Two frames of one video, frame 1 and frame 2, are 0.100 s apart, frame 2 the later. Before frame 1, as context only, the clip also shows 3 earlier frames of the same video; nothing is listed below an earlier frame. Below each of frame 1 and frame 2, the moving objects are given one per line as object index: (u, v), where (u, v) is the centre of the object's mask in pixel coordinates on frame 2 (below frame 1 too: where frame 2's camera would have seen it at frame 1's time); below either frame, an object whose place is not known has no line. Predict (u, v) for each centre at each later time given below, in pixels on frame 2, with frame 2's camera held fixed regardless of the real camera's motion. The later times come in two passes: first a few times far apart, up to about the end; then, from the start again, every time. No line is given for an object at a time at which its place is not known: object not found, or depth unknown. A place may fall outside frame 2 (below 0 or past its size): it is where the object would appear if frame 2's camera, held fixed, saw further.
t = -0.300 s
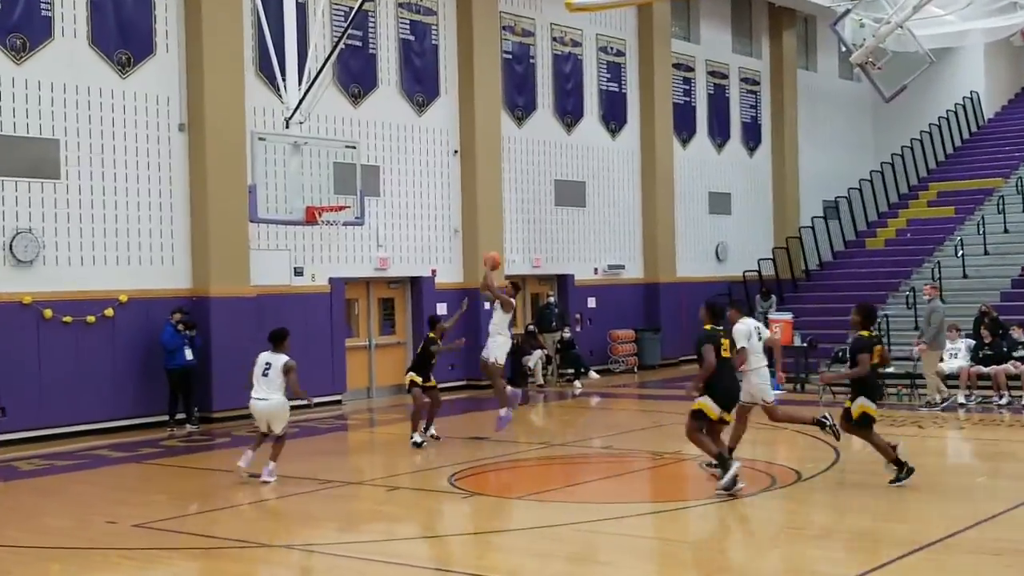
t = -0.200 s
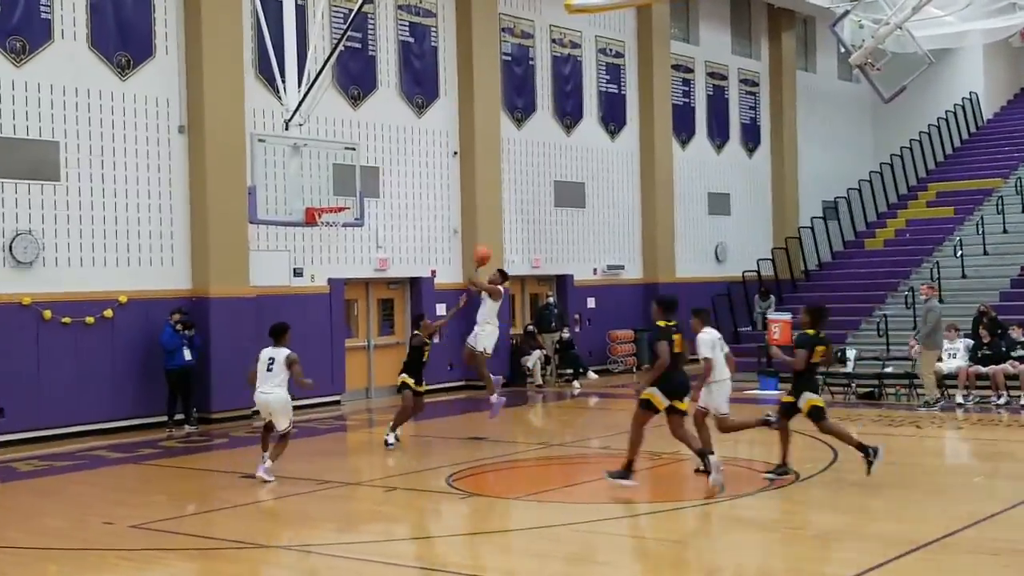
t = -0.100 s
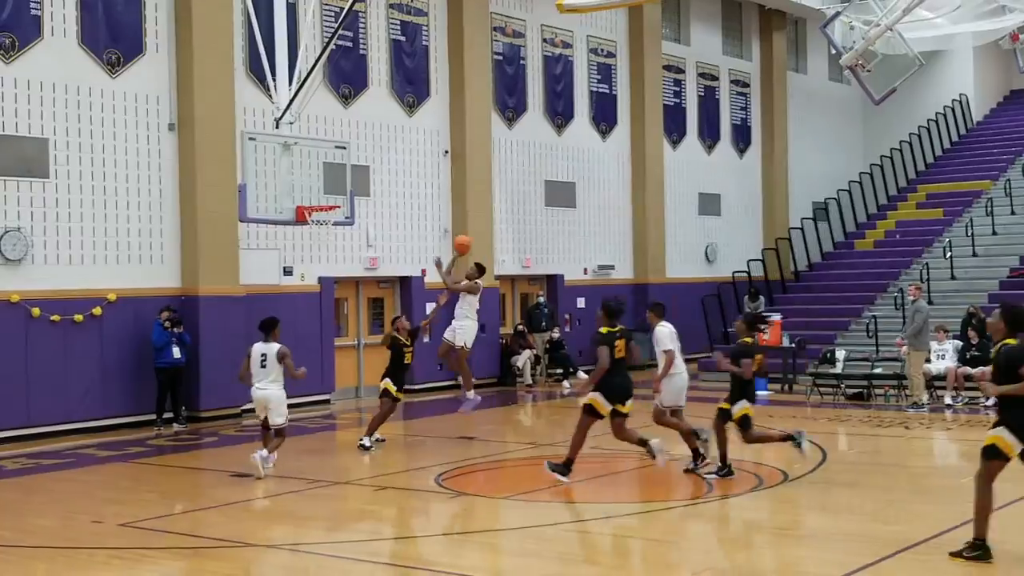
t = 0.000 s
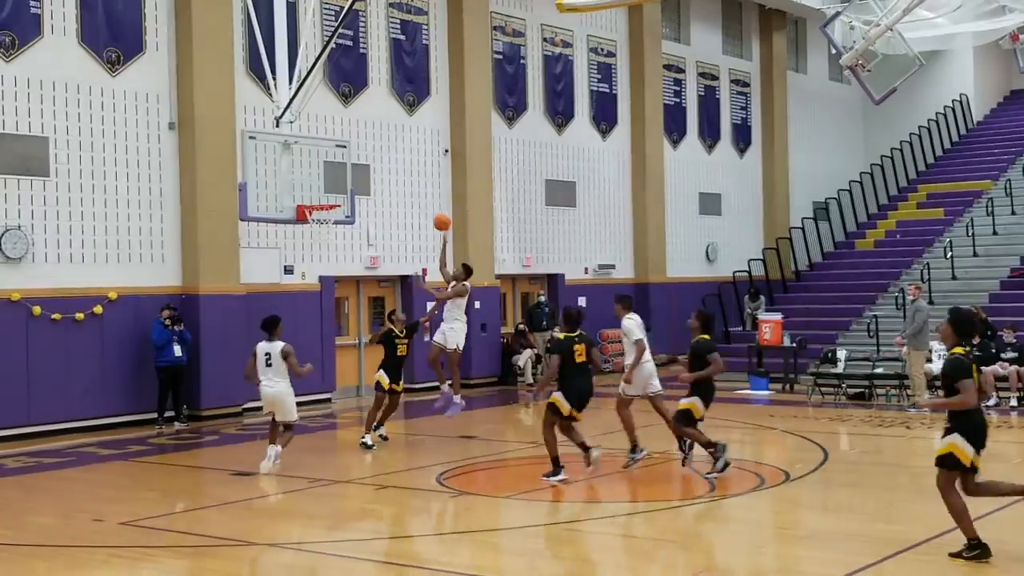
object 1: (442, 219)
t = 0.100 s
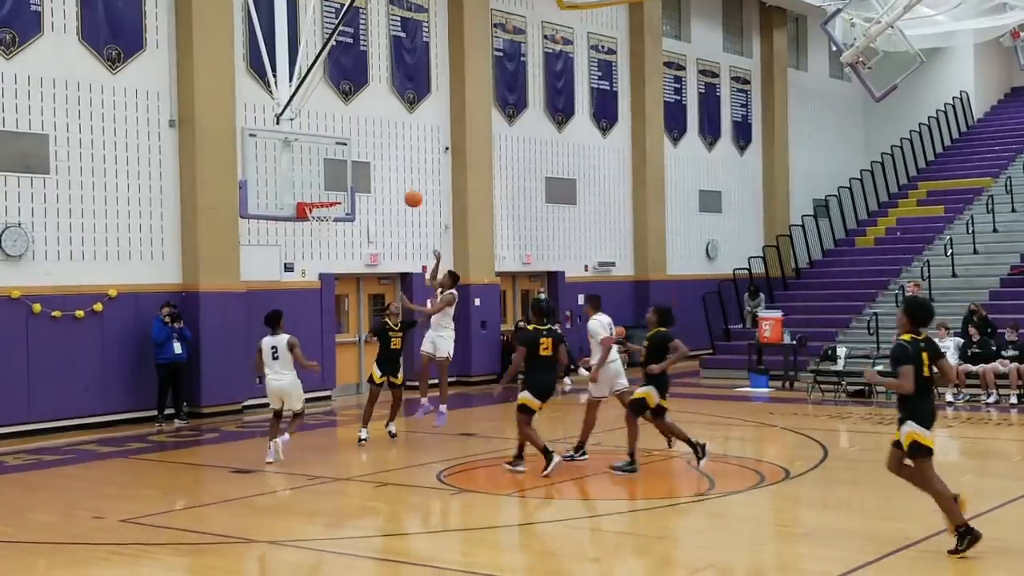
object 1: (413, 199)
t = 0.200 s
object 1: (384, 185)
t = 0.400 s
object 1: (328, 180)
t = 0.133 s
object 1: (403, 193)
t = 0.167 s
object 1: (394, 188)
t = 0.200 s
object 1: (384, 185)
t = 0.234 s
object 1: (375, 182)
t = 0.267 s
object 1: (366, 180)
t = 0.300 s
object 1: (355, 178)
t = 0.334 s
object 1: (347, 178)
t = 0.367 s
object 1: (336, 179)
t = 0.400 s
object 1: (328, 180)
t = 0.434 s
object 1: (329, 181)
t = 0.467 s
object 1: (330, 183)
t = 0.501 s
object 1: (332, 187)
